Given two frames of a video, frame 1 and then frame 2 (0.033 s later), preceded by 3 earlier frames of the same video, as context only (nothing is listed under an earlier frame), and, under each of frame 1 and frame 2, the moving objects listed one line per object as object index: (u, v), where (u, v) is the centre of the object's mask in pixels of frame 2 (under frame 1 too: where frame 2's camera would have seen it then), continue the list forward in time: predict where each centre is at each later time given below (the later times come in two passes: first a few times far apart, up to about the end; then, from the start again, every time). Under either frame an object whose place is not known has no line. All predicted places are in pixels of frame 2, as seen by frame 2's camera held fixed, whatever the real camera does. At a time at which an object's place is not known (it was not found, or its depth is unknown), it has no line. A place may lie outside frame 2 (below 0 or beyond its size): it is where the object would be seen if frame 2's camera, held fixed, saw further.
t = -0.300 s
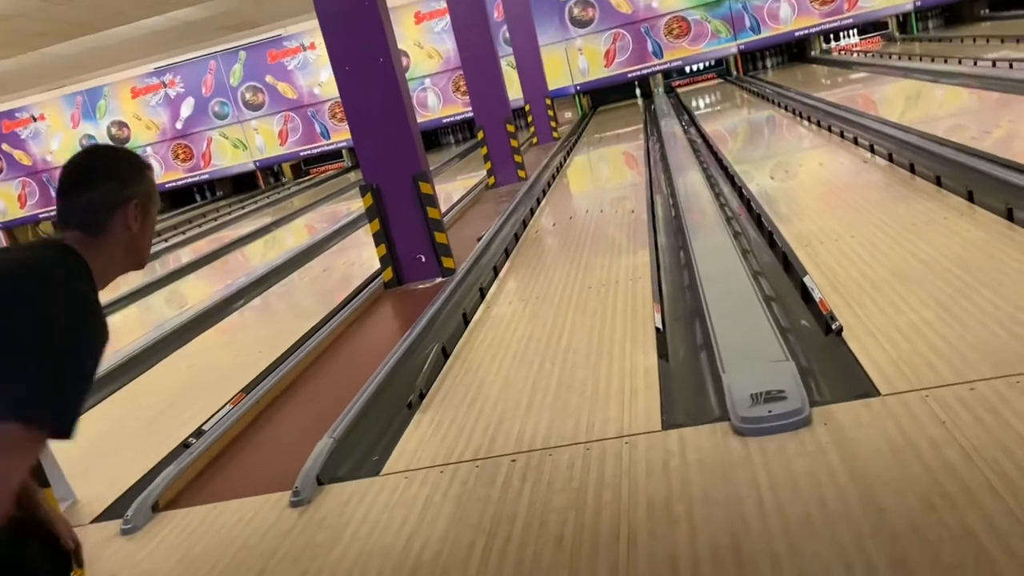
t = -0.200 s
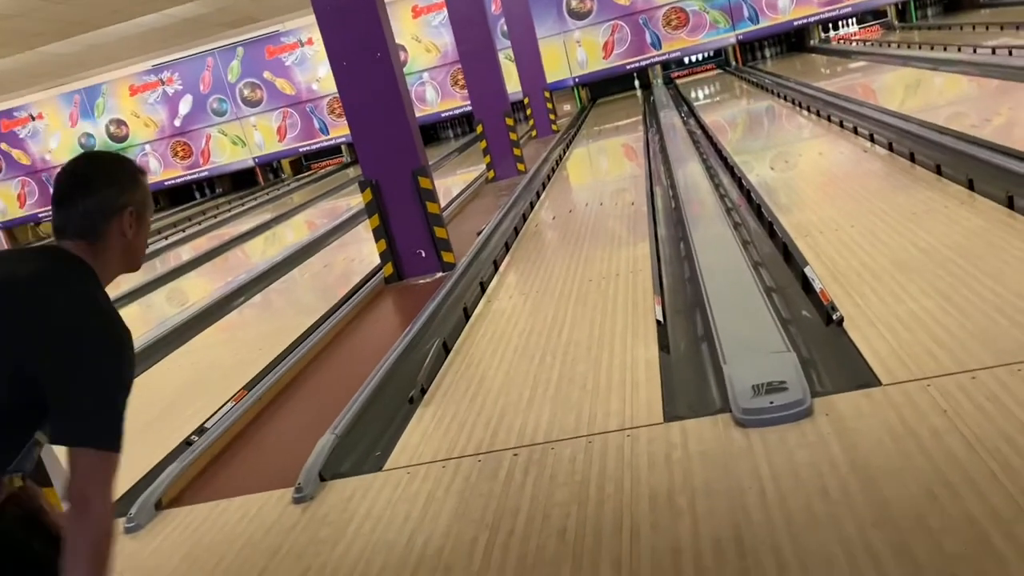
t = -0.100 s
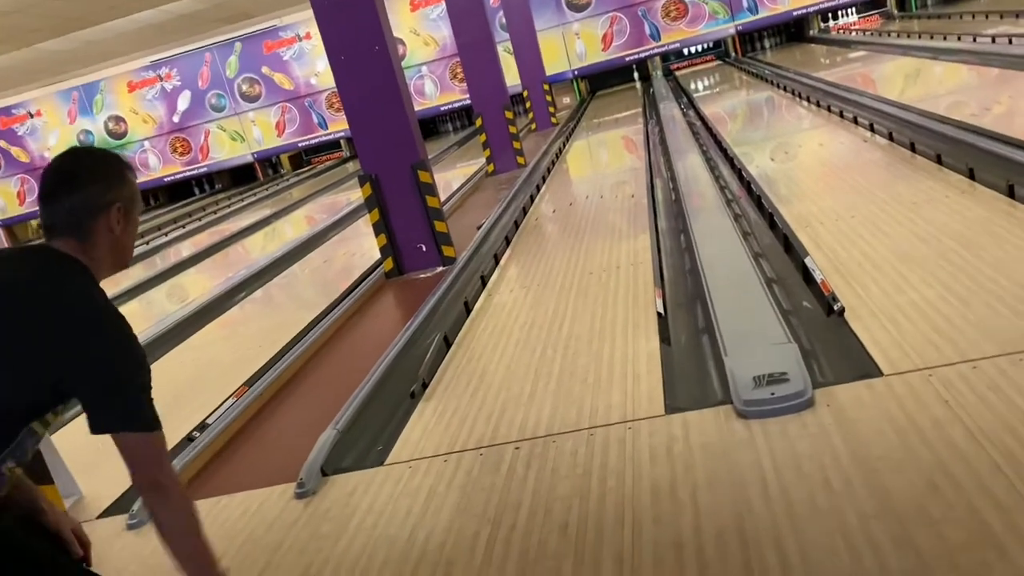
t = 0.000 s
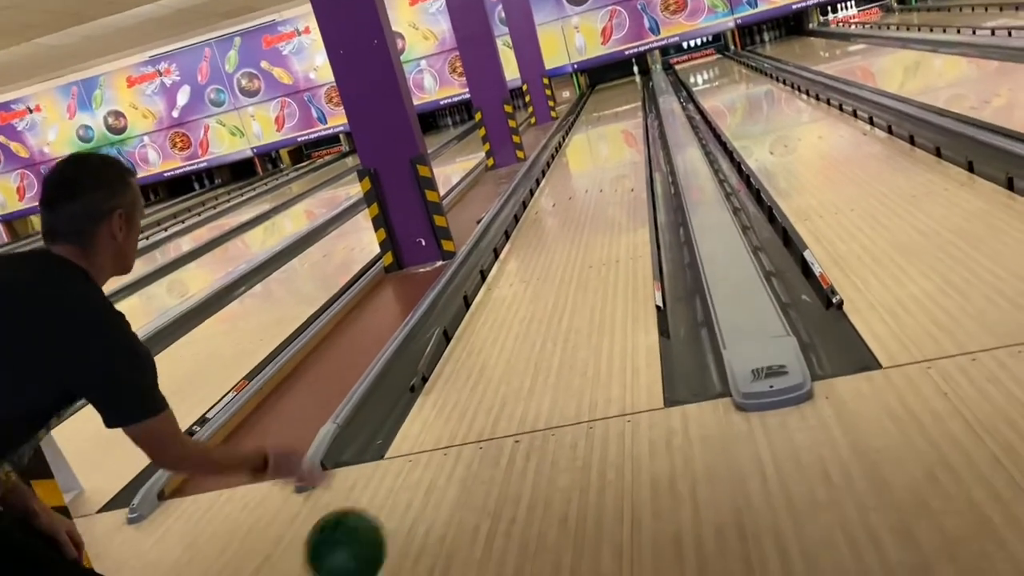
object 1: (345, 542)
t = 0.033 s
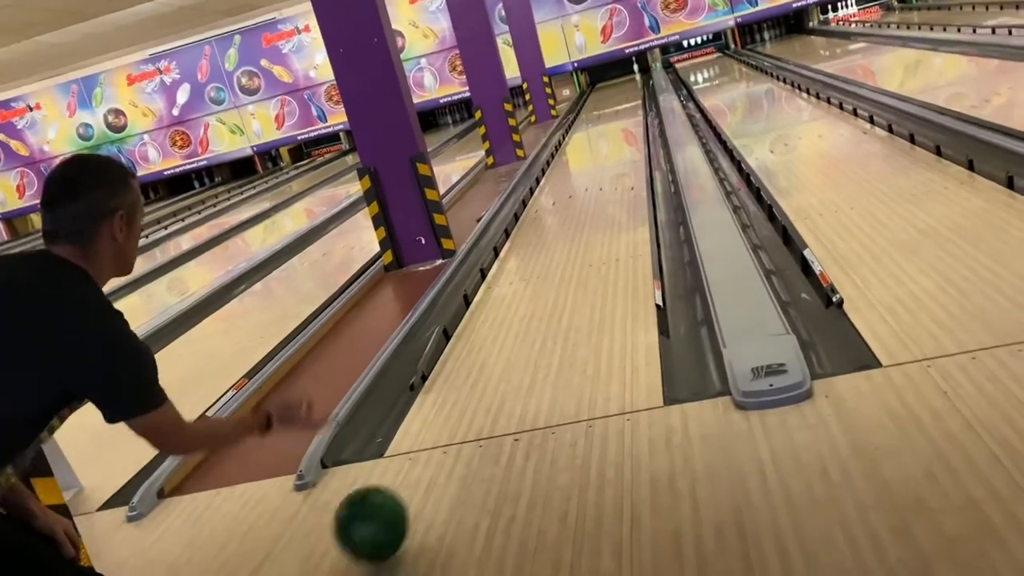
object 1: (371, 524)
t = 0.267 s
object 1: (465, 367)
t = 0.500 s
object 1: (509, 287)
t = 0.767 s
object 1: (536, 238)
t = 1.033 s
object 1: (554, 205)
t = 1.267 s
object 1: (567, 183)
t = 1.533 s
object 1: (577, 164)
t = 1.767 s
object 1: (586, 150)
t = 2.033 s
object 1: (593, 137)
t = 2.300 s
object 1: (599, 126)
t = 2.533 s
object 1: (604, 117)
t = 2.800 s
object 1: (608, 109)
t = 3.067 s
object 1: (613, 102)
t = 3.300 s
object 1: (616, 97)
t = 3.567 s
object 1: (619, 92)
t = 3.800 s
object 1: (622, 87)
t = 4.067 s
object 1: (624, 83)
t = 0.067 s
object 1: (390, 495)
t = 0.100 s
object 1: (408, 468)
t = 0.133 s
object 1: (423, 443)
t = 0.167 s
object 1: (435, 421)
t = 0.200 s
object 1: (445, 400)
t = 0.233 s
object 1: (456, 384)
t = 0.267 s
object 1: (465, 367)
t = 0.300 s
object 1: (473, 353)
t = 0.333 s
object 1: (480, 339)
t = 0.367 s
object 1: (487, 327)
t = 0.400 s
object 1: (493, 316)
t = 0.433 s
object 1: (499, 306)
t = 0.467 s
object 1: (505, 296)
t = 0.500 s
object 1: (509, 287)
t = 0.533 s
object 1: (514, 279)
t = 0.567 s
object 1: (518, 272)
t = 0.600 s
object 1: (522, 265)
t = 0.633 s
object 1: (525, 258)
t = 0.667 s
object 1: (528, 253)
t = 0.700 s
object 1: (531, 248)
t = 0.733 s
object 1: (534, 242)
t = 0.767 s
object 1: (536, 238)
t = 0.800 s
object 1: (539, 233)
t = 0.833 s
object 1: (541, 229)
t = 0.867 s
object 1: (544, 224)
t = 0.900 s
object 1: (546, 220)
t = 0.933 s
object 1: (548, 216)
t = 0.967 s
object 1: (550, 212)
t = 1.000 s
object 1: (552, 208)
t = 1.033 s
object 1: (554, 205)
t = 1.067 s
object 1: (556, 201)
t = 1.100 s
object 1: (558, 198)
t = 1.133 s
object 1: (560, 195)
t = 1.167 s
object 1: (561, 192)
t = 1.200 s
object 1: (563, 189)
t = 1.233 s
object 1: (564, 186)
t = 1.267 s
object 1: (567, 183)
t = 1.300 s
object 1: (568, 181)
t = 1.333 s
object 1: (570, 178)
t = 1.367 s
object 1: (571, 175)
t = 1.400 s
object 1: (572, 173)
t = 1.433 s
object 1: (574, 170)
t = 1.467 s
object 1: (575, 168)
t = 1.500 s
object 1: (576, 166)
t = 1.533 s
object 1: (577, 164)
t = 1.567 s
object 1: (579, 162)
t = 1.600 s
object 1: (580, 160)
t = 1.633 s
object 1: (581, 158)
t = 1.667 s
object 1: (582, 156)
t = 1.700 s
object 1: (584, 154)
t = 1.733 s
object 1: (585, 152)
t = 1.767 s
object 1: (586, 150)
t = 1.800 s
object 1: (587, 148)
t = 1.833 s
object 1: (588, 146)
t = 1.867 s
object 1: (588, 145)
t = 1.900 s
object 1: (589, 143)
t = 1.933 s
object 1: (591, 141)
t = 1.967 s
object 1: (592, 140)
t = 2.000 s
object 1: (593, 139)
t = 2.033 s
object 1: (593, 137)
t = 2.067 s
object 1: (594, 135)
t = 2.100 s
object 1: (595, 134)
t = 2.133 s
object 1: (596, 132)
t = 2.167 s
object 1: (596, 131)
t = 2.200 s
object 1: (597, 130)
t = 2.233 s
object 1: (598, 128)
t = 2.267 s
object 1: (599, 127)
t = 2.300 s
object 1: (599, 126)
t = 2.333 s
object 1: (600, 125)
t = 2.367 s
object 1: (601, 123)
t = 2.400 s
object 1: (601, 122)
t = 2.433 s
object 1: (602, 120)
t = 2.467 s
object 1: (603, 120)
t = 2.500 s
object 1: (604, 118)
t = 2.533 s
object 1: (604, 117)
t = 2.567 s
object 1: (605, 117)
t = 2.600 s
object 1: (605, 115)
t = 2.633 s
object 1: (606, 114)
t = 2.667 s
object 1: (607, 114)
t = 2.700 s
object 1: (607, 112)
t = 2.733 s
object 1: (607, 111)
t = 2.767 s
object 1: (608, 110)
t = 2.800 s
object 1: (608, 109)
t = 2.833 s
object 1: (609, 108)
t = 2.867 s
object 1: (609, 108)
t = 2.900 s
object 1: (610, 107)
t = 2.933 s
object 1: (610, 106)
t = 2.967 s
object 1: (611, 104)
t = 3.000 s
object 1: (612, 104)
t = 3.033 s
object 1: (612, 103)
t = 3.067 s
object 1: (613, 102)
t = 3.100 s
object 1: (613, 101)
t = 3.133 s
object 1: (614, 100)
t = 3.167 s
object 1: (614, 100)
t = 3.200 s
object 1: (615, 99)
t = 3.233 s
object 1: (615, 98)
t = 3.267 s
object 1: (616, 97)
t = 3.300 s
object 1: (616, 97)
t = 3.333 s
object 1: (617, 96)
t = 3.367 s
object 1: (617, 96)
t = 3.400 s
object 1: (617, 95)
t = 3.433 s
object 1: (618, 94)
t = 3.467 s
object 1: (618, 94)
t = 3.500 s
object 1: (618, 93)
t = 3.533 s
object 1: (619, 92)
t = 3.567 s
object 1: (619, 92)
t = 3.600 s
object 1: (620, 91)
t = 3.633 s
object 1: (620, 90)
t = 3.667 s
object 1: (621, 89)
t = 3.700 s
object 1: (621, 89)
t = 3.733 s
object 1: (621, 88)
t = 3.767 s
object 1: (622, 87)
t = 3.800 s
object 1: (622, 87)
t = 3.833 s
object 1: (622, 87)
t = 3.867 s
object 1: (623, 87)
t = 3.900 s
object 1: (623, 86)
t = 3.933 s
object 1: (623, 86)
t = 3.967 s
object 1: (623, 84)
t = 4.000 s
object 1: (623, 84)
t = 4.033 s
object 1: (624, 83)
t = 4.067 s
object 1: (624, 83)
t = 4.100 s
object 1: (624, 82)
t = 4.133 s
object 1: (624, 82)
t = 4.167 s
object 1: (624, 82)
